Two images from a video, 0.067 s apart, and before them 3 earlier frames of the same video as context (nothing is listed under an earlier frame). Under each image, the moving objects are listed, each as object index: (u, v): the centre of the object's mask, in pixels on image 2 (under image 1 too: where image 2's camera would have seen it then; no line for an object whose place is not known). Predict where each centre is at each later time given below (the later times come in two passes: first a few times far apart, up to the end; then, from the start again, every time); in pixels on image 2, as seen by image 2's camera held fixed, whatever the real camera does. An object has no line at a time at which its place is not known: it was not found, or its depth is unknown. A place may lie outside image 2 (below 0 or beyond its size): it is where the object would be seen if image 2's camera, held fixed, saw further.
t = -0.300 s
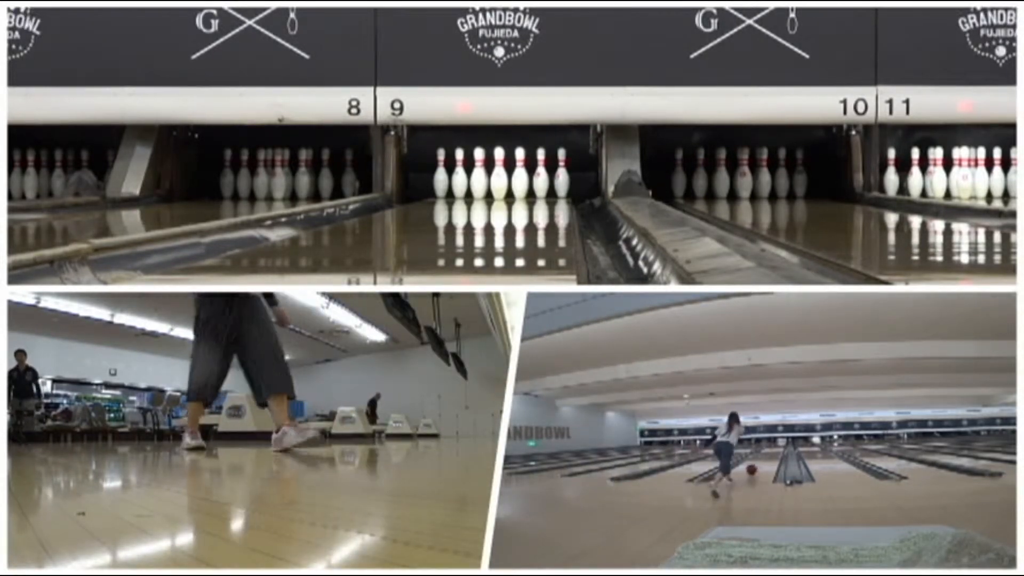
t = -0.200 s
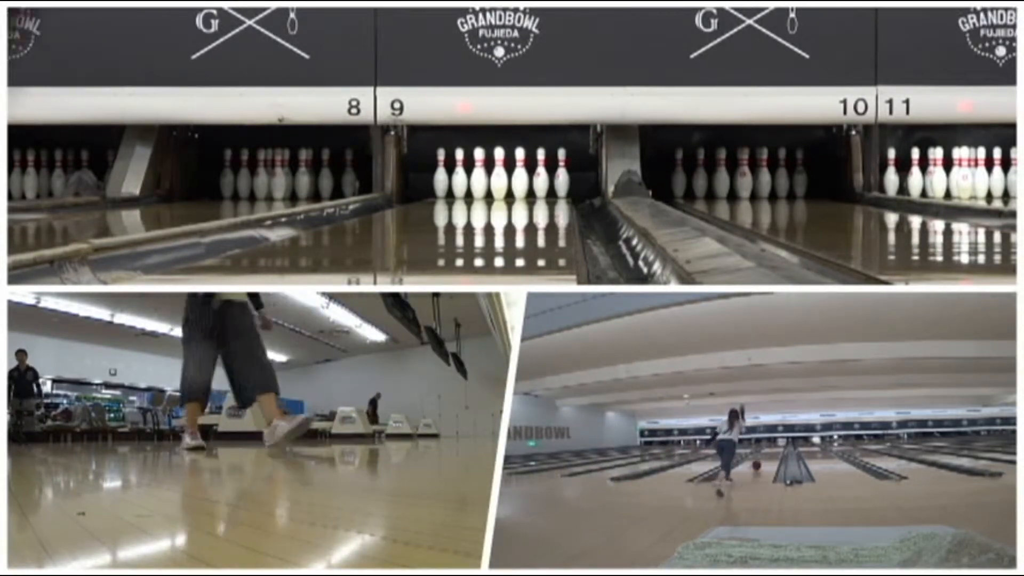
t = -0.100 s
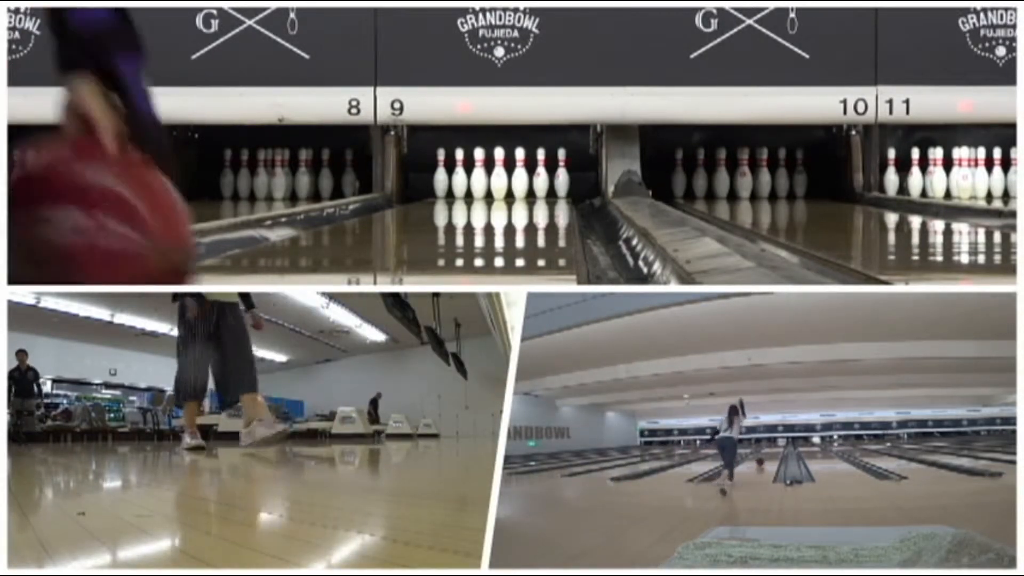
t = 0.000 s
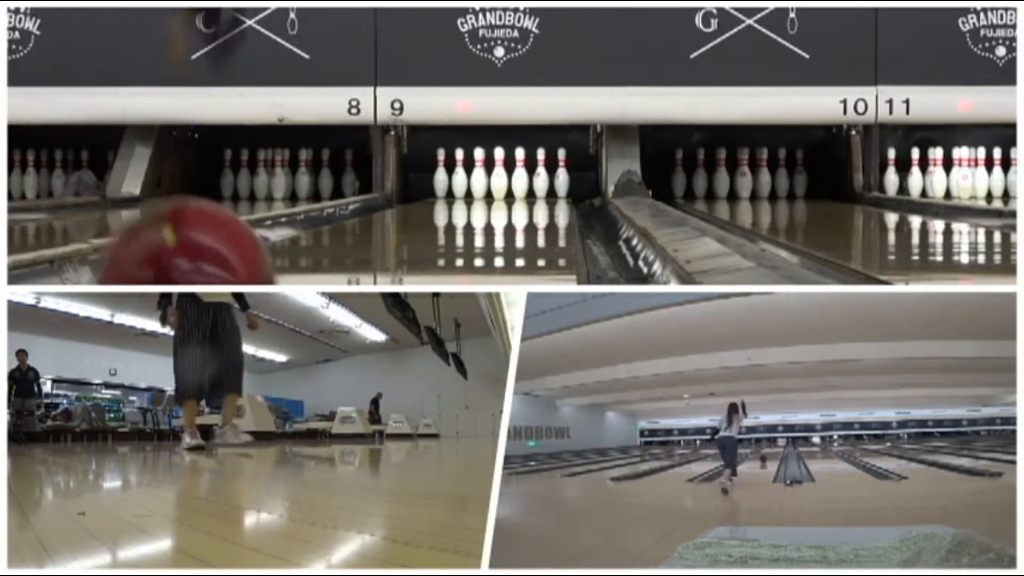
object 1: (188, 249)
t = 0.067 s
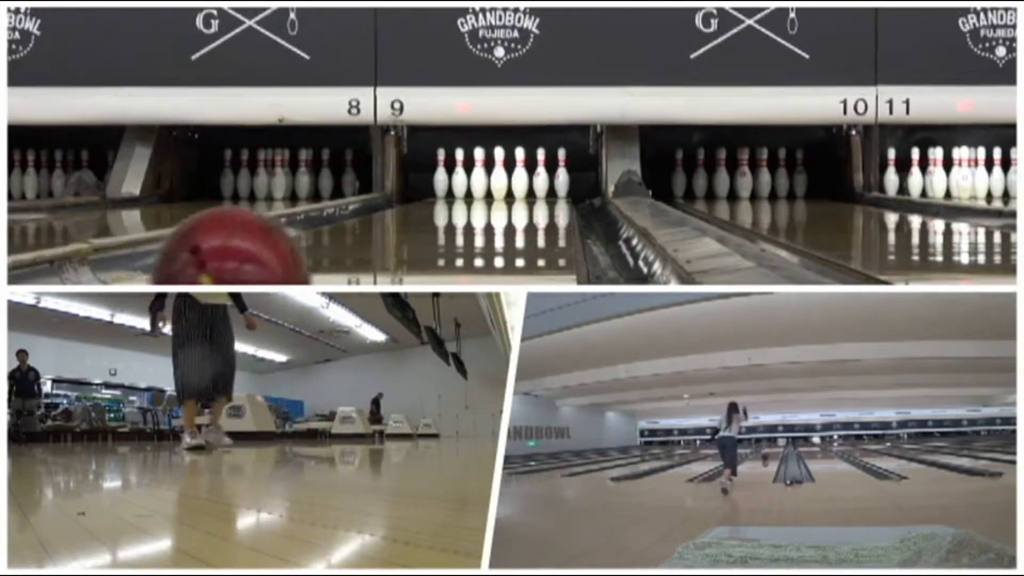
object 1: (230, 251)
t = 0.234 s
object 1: (309, 247)
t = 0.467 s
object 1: (373, 237)
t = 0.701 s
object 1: (414, 222)
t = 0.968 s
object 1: (443, 211)
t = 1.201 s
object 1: (460, 205)
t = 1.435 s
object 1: (473, 200)
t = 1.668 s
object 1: (484, 196)
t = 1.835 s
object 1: (490, 194)
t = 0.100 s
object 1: (259, 251)
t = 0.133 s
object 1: (268, 250)
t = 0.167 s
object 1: (283, 249)
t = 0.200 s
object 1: (296, 248)
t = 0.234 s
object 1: (309, 247)
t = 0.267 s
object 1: (319, 246)
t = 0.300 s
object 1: (330, 245)
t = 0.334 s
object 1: (344, 243)
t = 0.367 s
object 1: (349, 242)
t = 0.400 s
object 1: (358, 240)
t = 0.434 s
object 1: (366, 238)
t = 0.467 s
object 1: (373, 237)
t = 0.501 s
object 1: (379, 234)
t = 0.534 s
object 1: (386, 232)
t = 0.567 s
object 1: (391, 230)
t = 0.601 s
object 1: (397, 227)
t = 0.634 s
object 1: (402, 225)
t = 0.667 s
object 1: (407, 224)
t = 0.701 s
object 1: (414, 222)
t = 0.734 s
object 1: (416, 221)
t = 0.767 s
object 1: (420, 220)
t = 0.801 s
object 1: (424, 219)
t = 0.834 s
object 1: (428, 217)
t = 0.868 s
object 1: (432, 216)
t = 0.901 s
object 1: (435, 214)
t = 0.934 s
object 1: (438, 213)
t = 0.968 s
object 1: (443, 211)
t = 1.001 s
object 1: (444, 211)
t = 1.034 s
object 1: (447, 210)
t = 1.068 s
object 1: (450, 209)
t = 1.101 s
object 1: (453, 208)
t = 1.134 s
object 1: (455, 207)
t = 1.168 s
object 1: (458, 206)
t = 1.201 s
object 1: (460, 205)
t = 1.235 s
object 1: (462, 204)
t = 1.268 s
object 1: (464, 203)
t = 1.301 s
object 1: (466, 203)
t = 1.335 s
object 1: (468, 202)
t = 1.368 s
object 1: (469, 201)
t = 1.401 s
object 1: (471, 200)
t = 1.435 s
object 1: (473, 200)
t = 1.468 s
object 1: (475, 199)
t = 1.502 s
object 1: (476, 198)
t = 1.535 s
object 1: (478, 198)
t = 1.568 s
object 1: (479, 198)
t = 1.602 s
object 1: (481, 197)
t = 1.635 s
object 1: (482, 197)
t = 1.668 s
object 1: (484, 196)
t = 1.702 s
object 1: (485, 195)
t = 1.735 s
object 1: (486, 195)
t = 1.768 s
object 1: (488, 195)
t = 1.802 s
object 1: (489, 194)
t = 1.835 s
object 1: (490, 194)
